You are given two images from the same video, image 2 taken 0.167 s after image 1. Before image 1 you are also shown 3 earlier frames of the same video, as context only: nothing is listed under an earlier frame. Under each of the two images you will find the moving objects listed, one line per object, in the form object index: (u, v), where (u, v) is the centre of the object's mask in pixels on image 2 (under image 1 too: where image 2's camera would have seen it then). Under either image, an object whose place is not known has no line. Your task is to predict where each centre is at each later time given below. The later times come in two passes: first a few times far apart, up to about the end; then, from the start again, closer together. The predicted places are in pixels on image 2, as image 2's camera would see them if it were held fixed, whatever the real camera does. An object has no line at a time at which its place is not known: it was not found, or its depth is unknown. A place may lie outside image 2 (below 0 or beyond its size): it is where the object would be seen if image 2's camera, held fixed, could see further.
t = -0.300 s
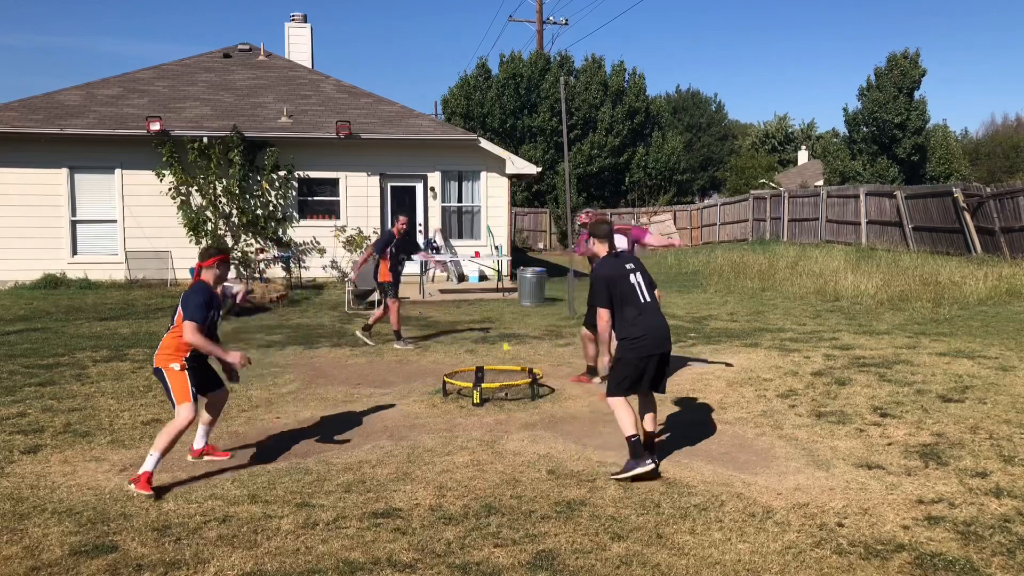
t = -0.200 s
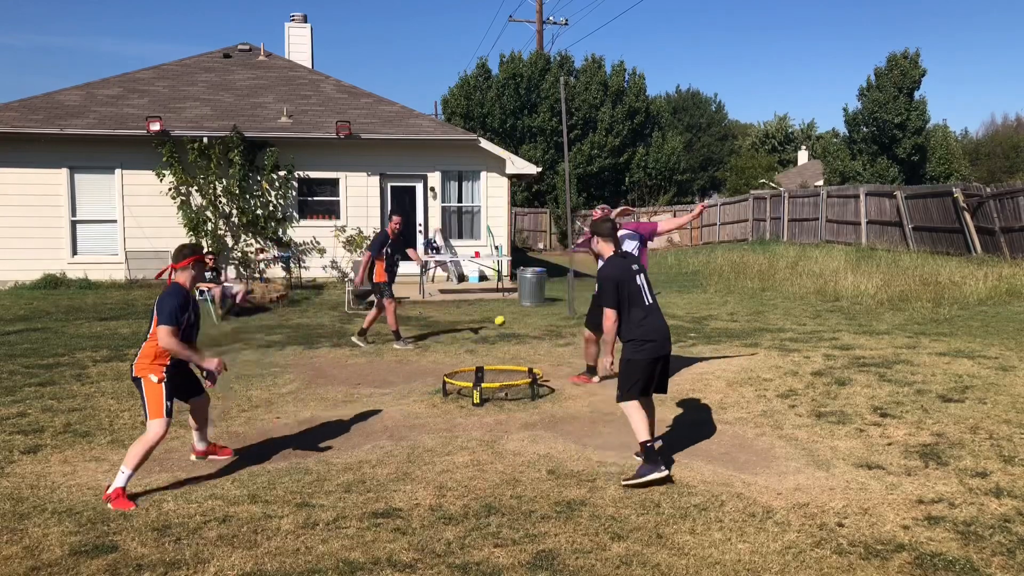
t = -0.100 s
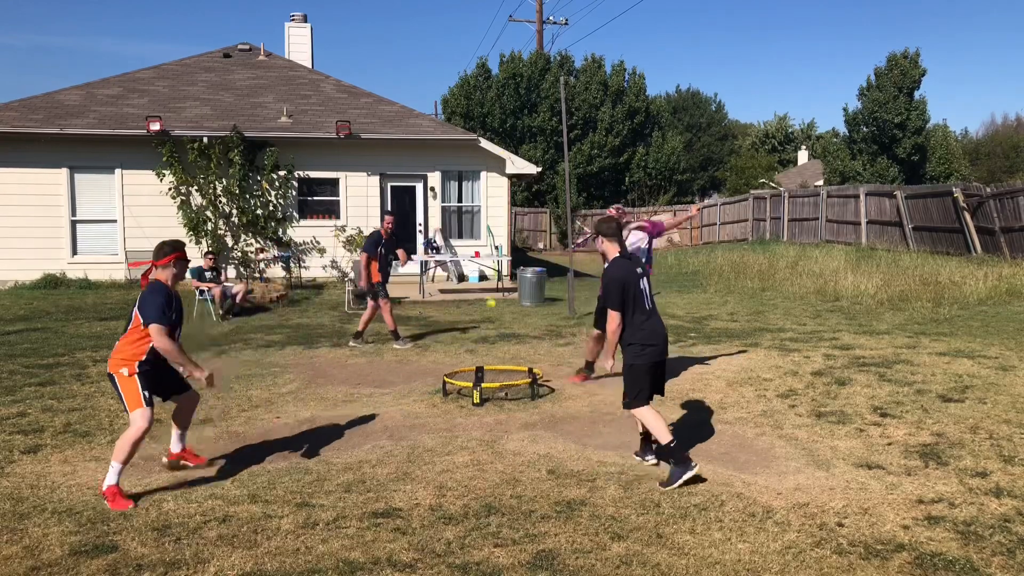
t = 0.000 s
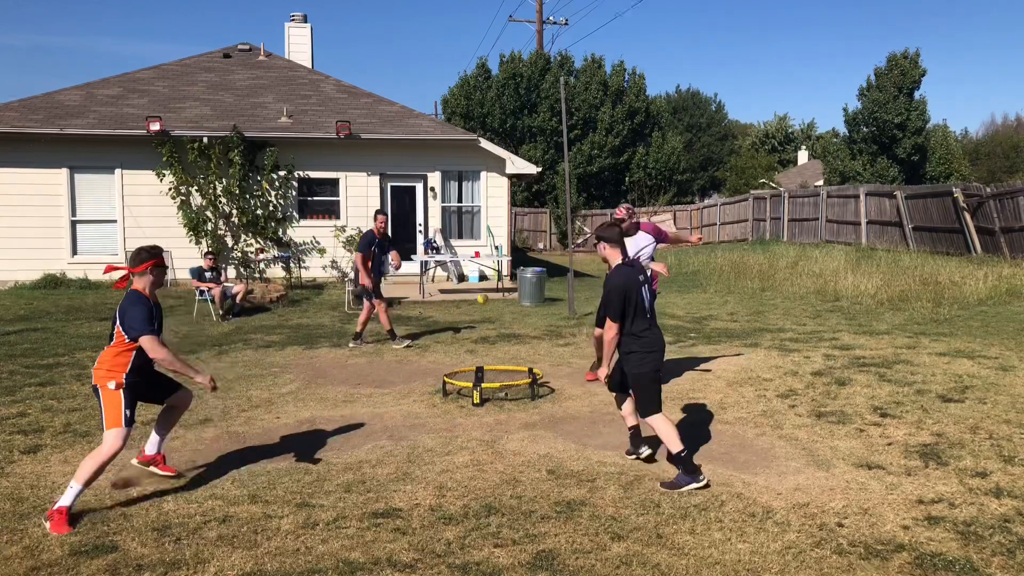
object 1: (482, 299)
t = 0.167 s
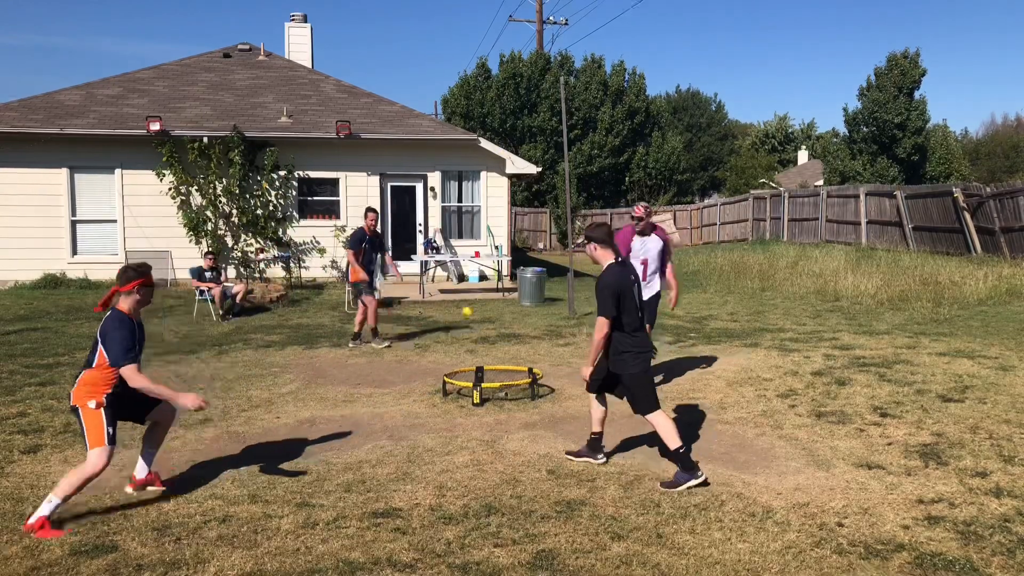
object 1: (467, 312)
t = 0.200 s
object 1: (464, 320)
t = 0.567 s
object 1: (422, 405)
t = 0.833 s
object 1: (379, 378)
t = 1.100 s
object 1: (331, 451)
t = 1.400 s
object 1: (273, 456)
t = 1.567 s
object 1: (238, 496)
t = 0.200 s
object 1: (464, 320)
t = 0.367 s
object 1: (447, 377)
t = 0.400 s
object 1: (443, 392)
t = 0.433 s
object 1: (440, 409)
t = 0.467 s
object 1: (436, 429)
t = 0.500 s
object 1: (432, 425)
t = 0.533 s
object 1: (427, 414)
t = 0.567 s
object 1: (422, 405)
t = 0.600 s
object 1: (417, 397)
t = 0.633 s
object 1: (412, 390)
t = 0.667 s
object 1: (407, 384)
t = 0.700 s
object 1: (401, 381)
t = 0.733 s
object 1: (396, 378)
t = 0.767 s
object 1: (390, 376)
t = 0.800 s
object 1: (384, 377)
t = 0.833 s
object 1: (379, 378)
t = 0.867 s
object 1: (373, 381)
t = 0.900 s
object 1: (367, 386)
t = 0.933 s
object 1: (361, 394)
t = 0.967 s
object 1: (355, 401)
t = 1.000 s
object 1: (349, 410)
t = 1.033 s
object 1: (343, 422)
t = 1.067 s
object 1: (338, 435)
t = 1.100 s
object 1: (331, 451)
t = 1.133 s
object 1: (325, 468)
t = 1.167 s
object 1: (318, 474)
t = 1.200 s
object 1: (312, 466)
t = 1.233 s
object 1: (306, 461)
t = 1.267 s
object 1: (300, 457)
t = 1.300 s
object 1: (293, 454)
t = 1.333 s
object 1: (287, 453)
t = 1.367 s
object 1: (280, 453)
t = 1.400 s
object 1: (273, 456)
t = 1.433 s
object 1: (267, 460)
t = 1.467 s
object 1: (260, 466)
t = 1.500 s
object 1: (253, 475)
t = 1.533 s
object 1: (246, 485)
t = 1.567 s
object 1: (238, 496)
